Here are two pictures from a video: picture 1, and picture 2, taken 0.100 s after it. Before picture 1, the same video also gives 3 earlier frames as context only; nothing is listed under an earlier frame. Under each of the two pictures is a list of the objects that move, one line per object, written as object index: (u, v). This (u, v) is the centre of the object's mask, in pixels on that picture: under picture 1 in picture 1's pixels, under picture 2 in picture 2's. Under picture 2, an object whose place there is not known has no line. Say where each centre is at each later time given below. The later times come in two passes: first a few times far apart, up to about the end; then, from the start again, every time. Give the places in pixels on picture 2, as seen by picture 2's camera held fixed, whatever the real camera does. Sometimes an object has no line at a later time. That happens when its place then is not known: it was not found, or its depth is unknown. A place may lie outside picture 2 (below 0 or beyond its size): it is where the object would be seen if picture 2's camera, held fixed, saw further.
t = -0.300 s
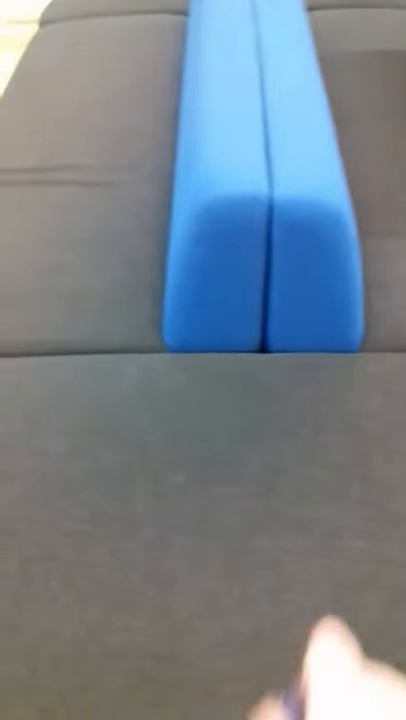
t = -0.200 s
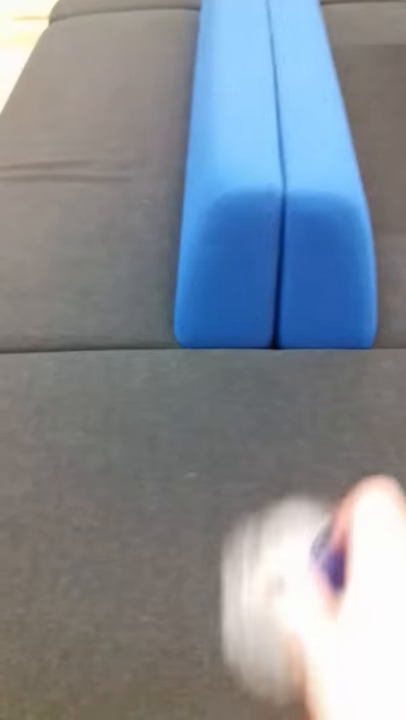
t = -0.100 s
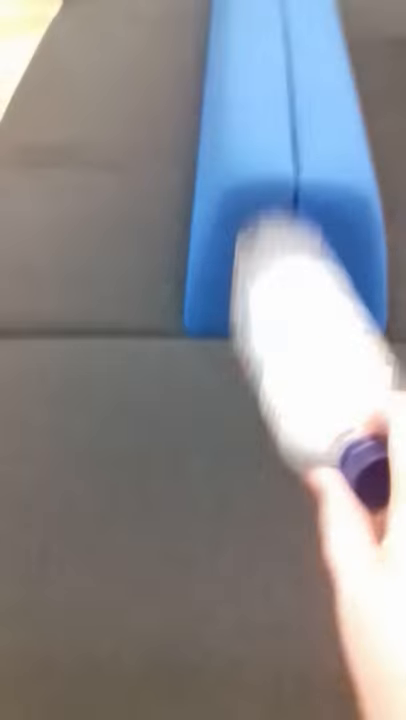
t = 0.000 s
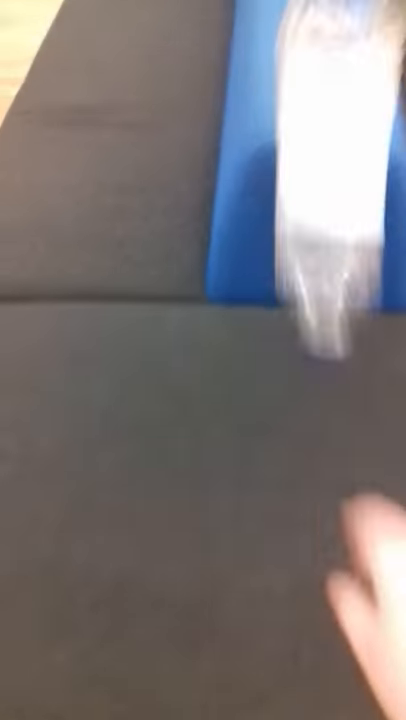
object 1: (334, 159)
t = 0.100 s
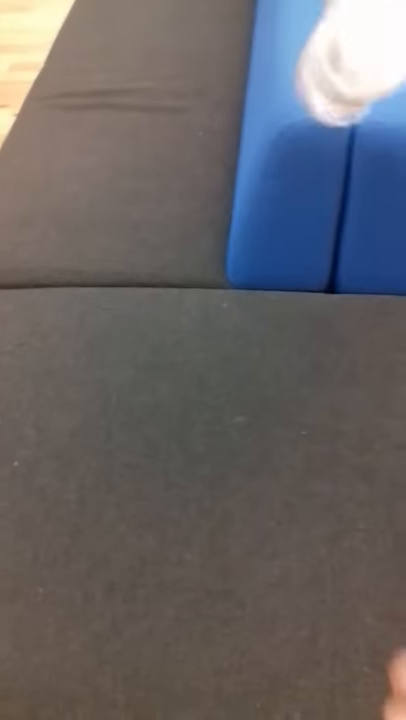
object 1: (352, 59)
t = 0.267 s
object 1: (345, 224)
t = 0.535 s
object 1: (323, 299)
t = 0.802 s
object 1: (309, 324)
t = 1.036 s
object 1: (310, 325)
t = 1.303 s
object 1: (311, 326)
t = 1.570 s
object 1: (311, 325)
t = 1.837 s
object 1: (312, 326)
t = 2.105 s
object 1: (311, 325)
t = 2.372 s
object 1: (311, 325)
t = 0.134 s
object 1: (358, 65)
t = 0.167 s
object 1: (355, 101)
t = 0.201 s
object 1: (352, 140)
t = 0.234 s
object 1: (350, 182)
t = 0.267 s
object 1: (345, 224)
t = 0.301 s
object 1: (338, 262)
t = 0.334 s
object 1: (331, 299)
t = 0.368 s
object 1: (326, 322)
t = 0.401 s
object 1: (328, 322)
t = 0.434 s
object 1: (329, 311)
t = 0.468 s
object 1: (328, 301)
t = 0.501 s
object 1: (326, 297)
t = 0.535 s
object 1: (323, 299)
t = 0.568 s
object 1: (320, 306)
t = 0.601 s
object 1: (317, 317)
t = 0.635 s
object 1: (314, 327)
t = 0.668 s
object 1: (313, 327)
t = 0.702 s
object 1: (312, 326)
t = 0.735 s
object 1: (310, 325)
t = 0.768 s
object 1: (309, 325)
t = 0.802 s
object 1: (309, 324)
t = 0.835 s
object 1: (309, 324)
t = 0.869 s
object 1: (309, 325)
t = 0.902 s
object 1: (309, 325)
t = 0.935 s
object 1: (309, 325)
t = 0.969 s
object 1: (310, 325)
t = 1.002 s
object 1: (310, 325)
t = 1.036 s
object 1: (310, 325)
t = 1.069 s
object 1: (311, 326)
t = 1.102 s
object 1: (311, 326)
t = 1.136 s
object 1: (311, 326)
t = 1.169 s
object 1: (311, 325)
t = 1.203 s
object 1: (311, 325)
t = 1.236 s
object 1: (311, 326)
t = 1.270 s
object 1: (311, 326)
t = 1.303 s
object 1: (311, 326)
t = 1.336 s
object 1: (311, 326)
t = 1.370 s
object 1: (312, 326)
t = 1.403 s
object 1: (312, 326)
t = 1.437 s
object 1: (312, 326)
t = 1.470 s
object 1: (312, 325)
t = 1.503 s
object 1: (311, 325)
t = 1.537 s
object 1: (312, 325)
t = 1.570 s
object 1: (311, 325)
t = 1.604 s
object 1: (311, 325)
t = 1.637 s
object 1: (312, 325)
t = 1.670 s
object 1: (312, 325)
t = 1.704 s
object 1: (312, 325)
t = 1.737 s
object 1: (312, 325)
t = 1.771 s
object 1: (312, 326)
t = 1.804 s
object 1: (312, 326)
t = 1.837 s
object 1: (312, 326)
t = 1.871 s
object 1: (312, 326)
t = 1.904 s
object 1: (312, 326)
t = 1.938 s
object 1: (312, 326)
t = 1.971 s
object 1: (312, 325)
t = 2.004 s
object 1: (312, 325)
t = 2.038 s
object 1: (311, 325)
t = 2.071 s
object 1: (311, 326)
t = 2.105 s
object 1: (311, 325)
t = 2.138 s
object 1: (311, 325)
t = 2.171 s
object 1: (311, 325)
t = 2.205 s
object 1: (311, 325)
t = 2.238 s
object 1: (311, 325)
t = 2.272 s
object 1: (311, 325)
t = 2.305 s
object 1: (311, 325)
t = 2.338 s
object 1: (311, 325)
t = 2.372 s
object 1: (311, 325)
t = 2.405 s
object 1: (311, 325)
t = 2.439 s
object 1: (311, 326)
